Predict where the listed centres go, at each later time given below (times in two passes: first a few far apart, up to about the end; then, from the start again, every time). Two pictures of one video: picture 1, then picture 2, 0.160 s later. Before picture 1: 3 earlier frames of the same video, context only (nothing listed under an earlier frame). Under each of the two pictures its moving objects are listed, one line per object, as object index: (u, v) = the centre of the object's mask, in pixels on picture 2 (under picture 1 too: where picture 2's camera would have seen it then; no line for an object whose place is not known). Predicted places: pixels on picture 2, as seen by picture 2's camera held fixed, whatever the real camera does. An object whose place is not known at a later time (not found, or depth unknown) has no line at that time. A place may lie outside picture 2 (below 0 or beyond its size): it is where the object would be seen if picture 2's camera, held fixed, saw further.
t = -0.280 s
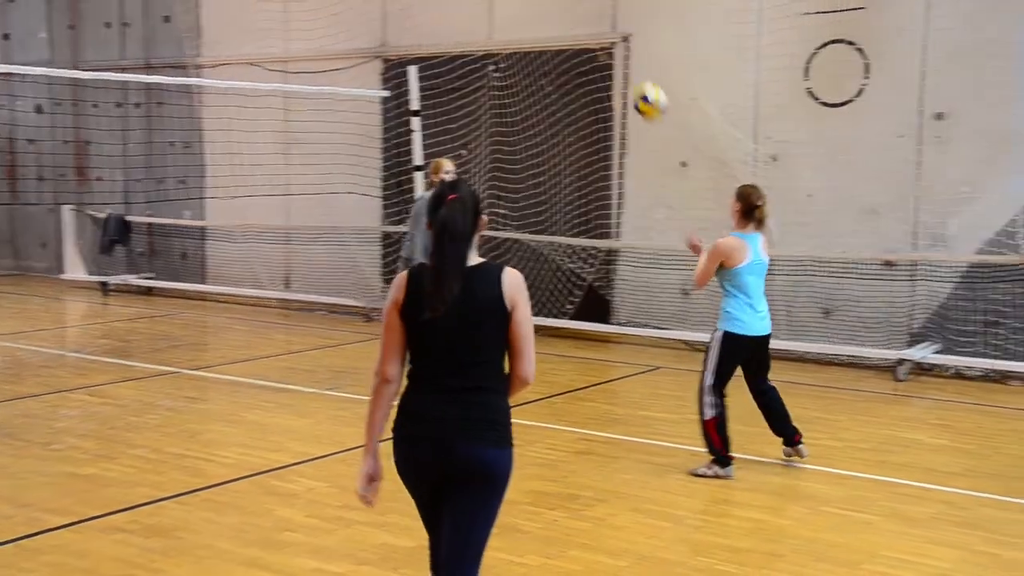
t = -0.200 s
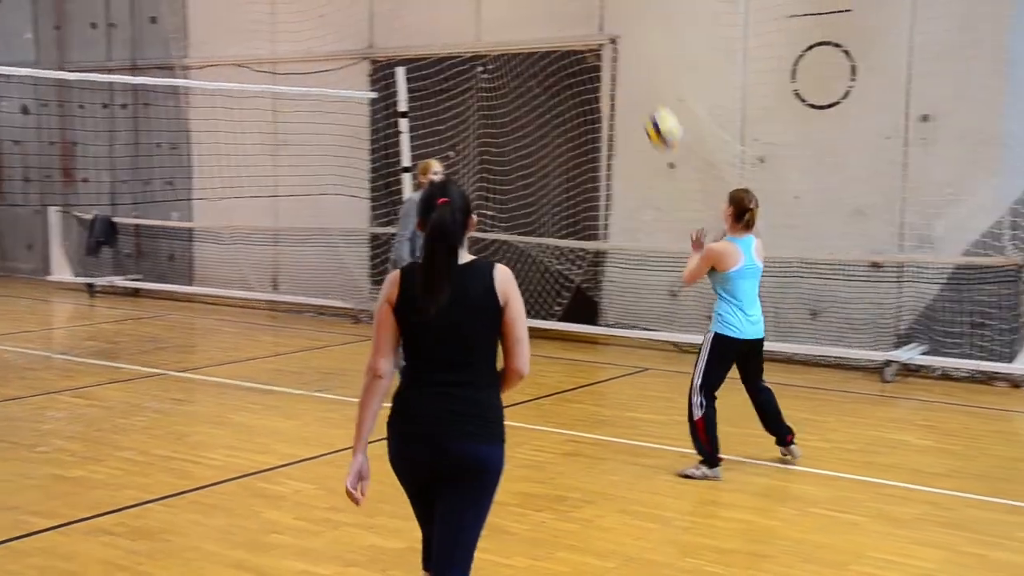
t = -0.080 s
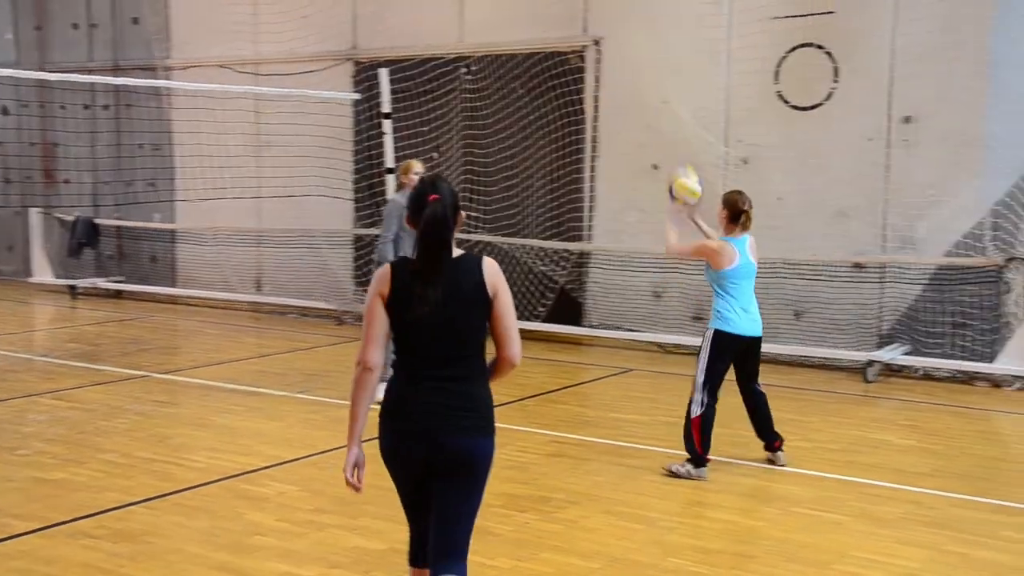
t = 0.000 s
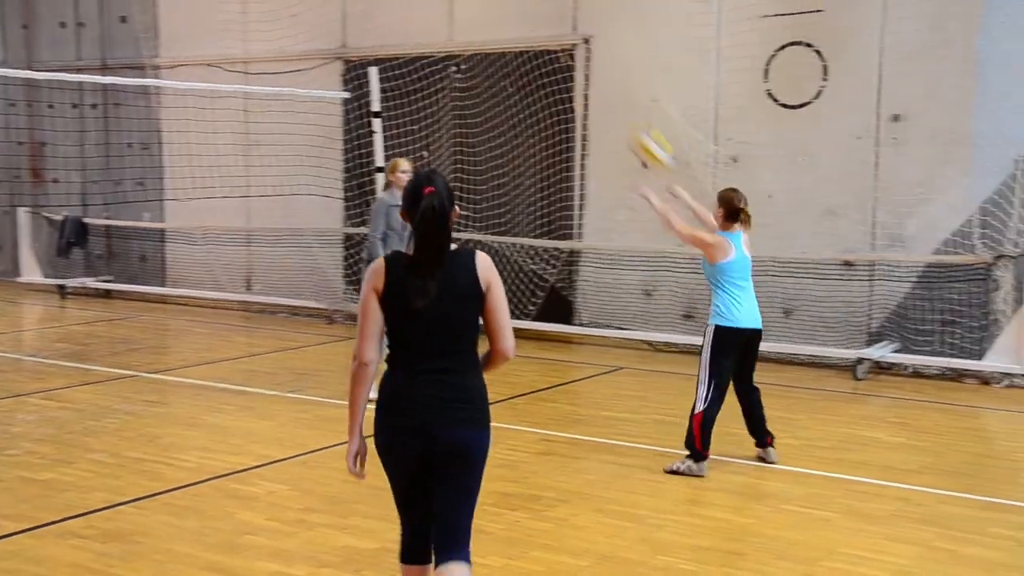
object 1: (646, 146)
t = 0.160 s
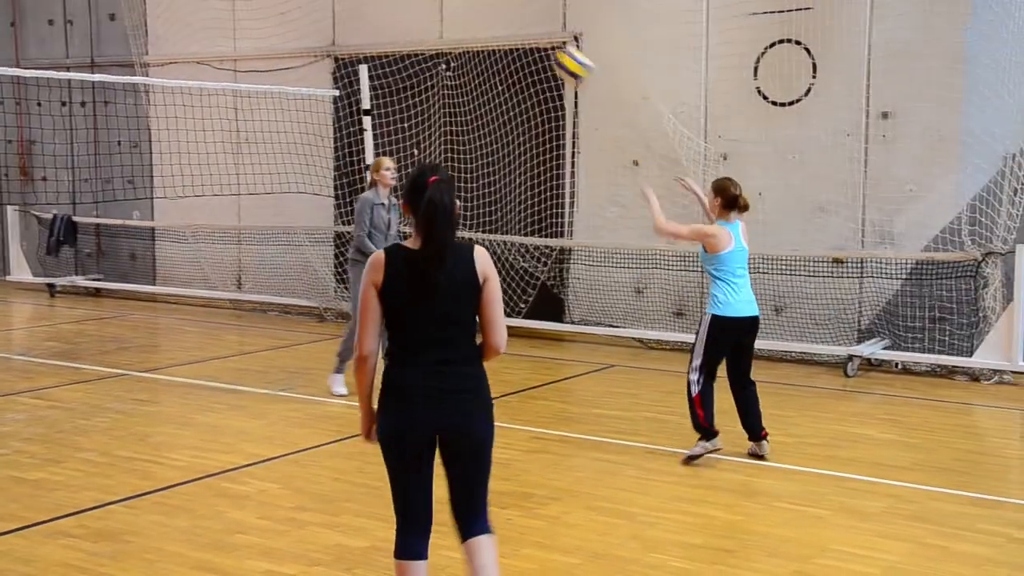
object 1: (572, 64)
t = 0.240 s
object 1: (544, 44)
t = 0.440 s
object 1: (473, 34)
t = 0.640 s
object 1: (412, 78)
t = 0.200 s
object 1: (558, 53)
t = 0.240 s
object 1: (544, 44)
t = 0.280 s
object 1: (529, 37)
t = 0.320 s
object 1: (513, 33)
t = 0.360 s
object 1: (499, 29)
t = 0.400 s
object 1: (485, 30)
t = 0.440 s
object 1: (473, 34)
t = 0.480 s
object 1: (460, 38)
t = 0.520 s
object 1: (449, 45)
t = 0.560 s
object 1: (435, 55)
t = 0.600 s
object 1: (423, 66)
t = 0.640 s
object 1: (412, 78)
